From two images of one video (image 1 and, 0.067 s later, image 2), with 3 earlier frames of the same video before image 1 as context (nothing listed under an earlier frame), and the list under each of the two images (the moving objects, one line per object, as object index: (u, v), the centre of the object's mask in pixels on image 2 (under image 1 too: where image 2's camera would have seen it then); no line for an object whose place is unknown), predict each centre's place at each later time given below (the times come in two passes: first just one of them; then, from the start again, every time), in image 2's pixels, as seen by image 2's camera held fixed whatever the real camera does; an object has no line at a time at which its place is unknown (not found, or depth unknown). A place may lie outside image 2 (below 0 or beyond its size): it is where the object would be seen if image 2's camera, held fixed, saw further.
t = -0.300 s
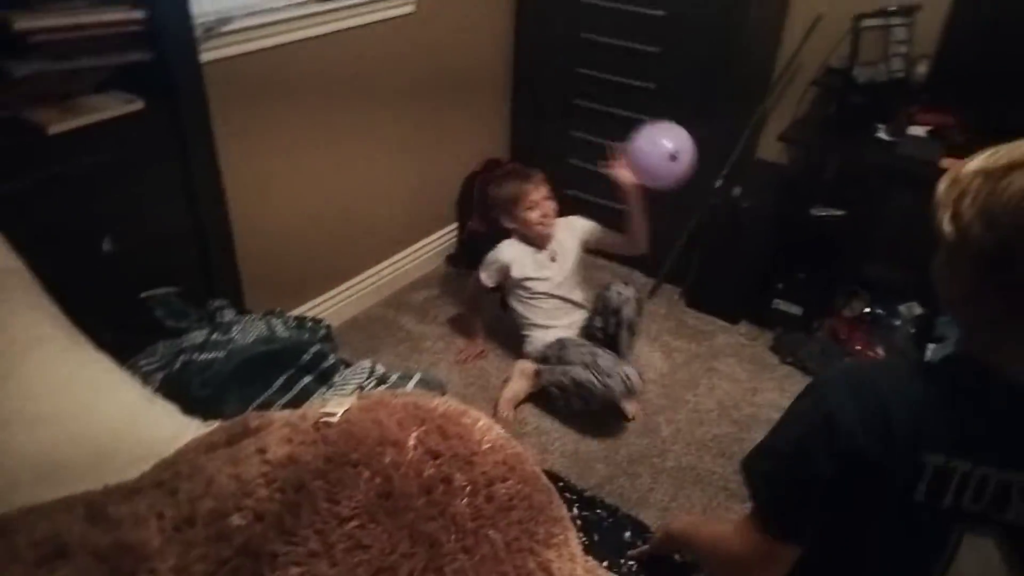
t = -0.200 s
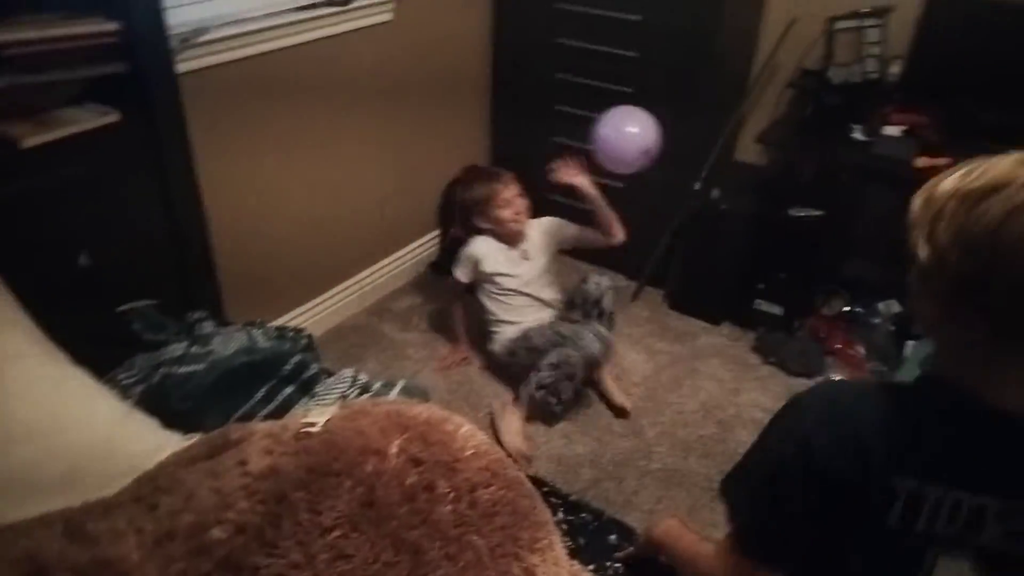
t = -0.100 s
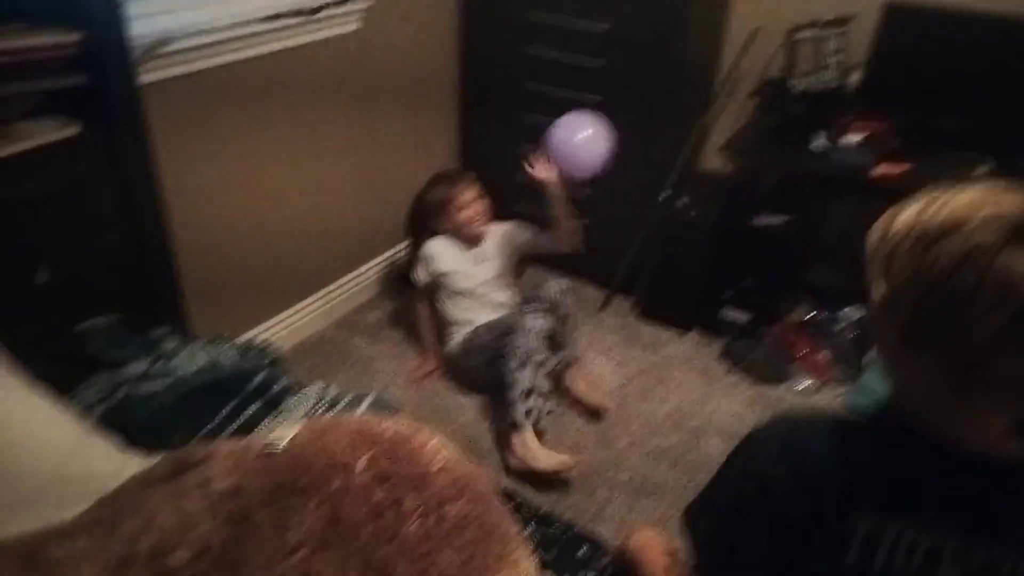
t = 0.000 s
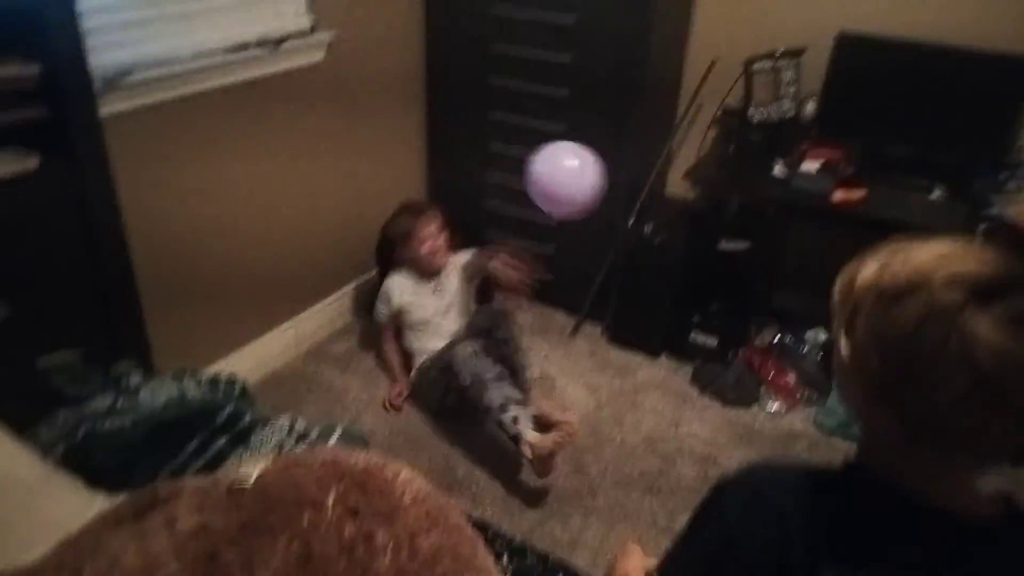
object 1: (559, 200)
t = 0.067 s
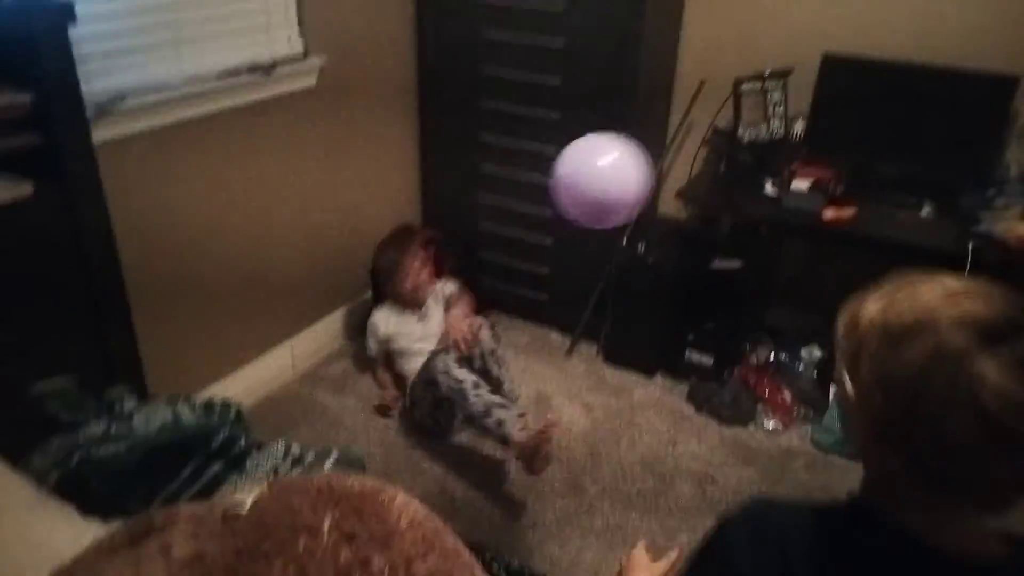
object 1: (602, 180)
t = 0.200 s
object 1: (688, 68)
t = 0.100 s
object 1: (620, 159)
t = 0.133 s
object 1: (642, 134)
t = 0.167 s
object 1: (665, 103)
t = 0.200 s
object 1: (688, 68)
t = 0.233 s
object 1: (714, 30)
